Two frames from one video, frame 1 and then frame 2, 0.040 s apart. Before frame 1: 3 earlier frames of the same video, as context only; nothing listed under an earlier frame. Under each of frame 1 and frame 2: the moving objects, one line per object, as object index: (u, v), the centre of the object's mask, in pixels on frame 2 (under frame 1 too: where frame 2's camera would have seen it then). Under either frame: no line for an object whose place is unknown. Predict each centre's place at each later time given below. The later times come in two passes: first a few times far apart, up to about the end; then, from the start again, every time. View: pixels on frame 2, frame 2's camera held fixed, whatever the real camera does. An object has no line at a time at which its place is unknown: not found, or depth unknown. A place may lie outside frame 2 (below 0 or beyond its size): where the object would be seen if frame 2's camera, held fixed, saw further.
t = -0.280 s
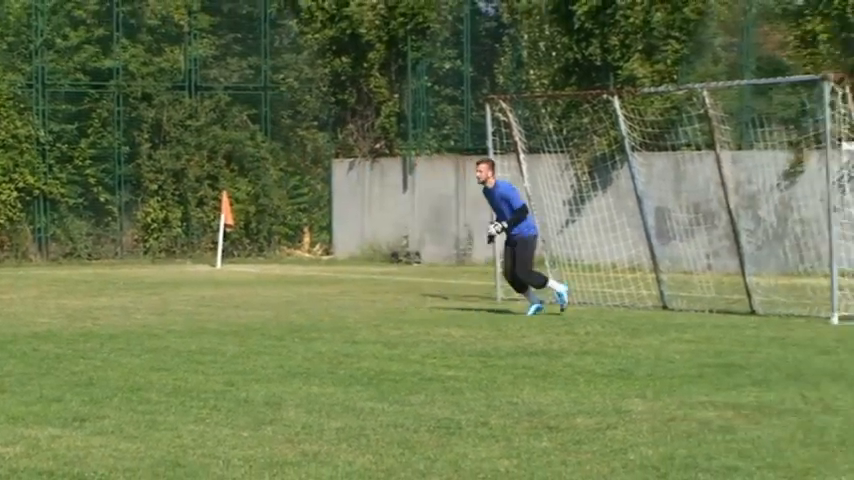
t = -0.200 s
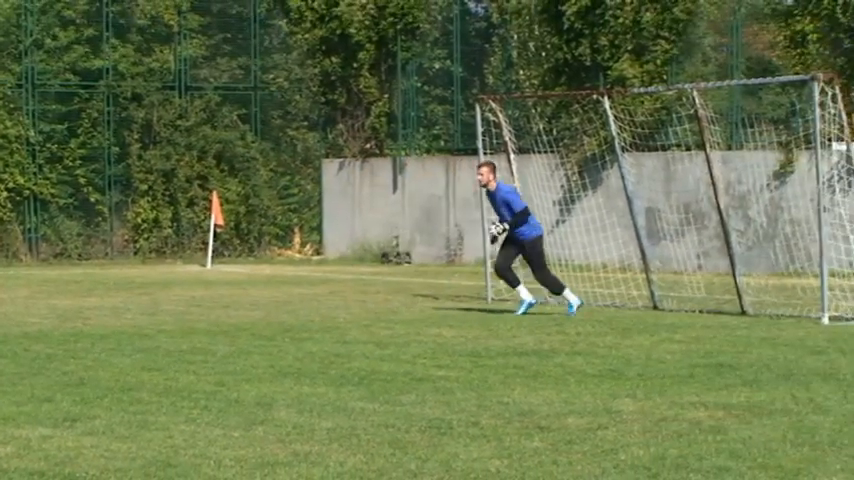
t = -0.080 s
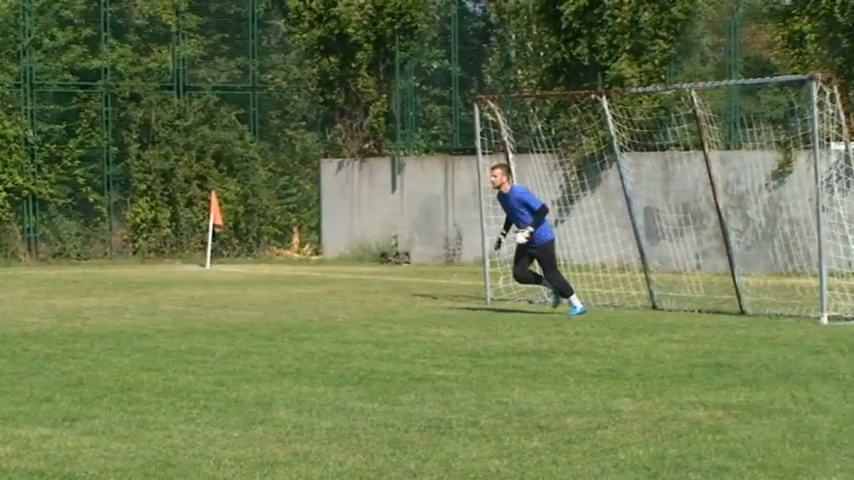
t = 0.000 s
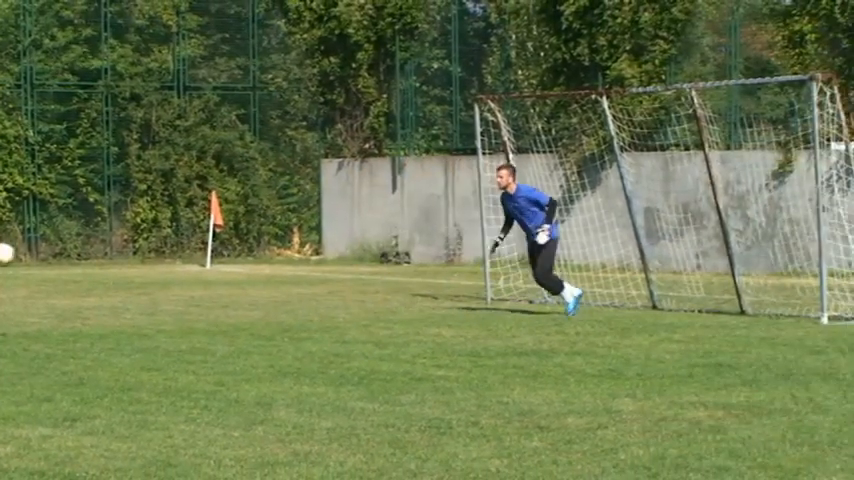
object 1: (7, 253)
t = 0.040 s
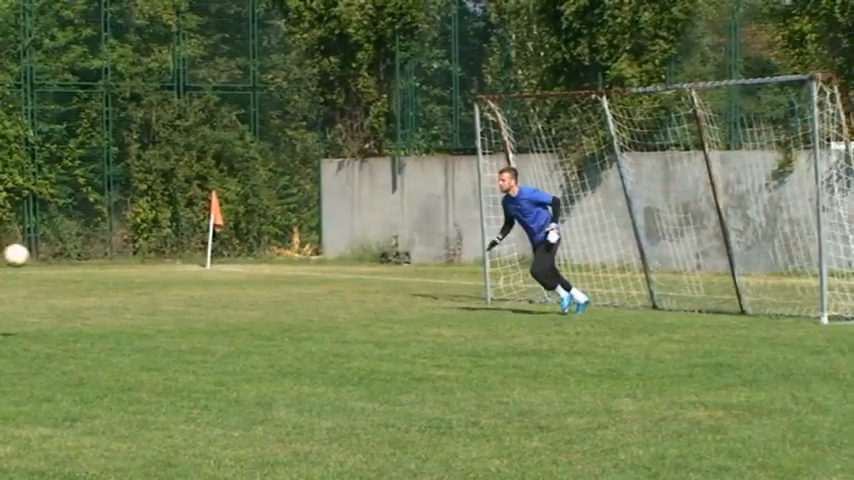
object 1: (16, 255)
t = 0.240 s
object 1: (87, 285)
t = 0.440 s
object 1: (148, 317)
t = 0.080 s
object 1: (30, 258)
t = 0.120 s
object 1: (45, 262)
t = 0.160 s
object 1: (59, 268)
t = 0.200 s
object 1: (73, 275)
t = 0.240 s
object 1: (87, 285)
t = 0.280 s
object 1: (101, 295)
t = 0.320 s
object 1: (115, 309)
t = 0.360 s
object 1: (128, 323)
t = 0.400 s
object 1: (140, 326)
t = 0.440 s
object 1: (148, 317)
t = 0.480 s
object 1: (156, 310)
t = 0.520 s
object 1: (165, 304)
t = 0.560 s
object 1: (174, 301)
